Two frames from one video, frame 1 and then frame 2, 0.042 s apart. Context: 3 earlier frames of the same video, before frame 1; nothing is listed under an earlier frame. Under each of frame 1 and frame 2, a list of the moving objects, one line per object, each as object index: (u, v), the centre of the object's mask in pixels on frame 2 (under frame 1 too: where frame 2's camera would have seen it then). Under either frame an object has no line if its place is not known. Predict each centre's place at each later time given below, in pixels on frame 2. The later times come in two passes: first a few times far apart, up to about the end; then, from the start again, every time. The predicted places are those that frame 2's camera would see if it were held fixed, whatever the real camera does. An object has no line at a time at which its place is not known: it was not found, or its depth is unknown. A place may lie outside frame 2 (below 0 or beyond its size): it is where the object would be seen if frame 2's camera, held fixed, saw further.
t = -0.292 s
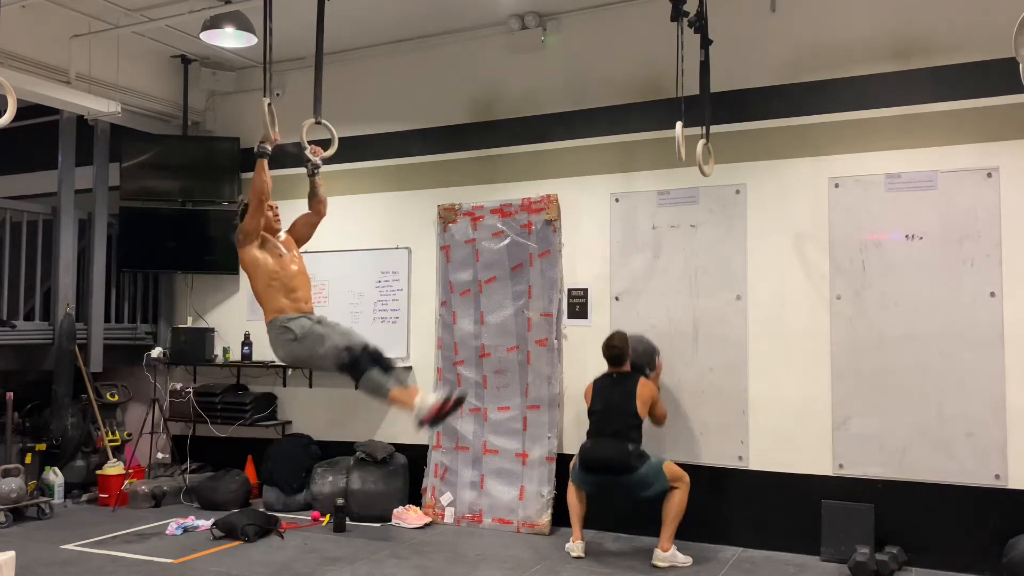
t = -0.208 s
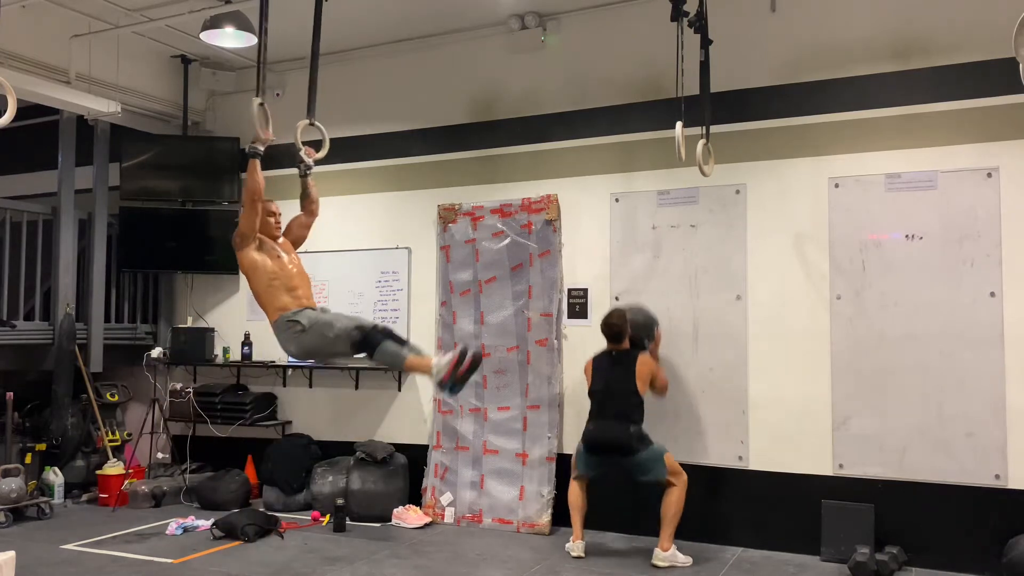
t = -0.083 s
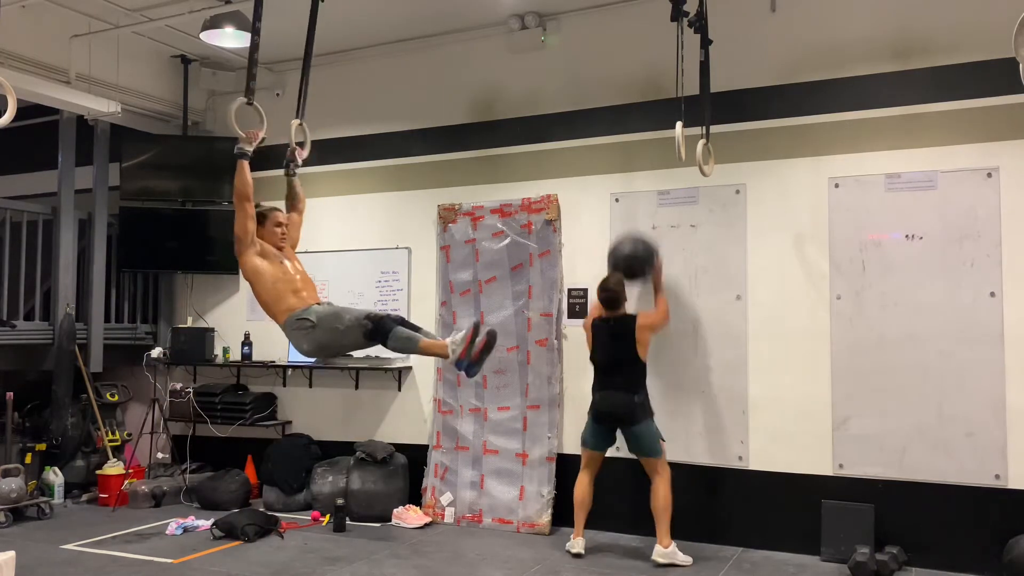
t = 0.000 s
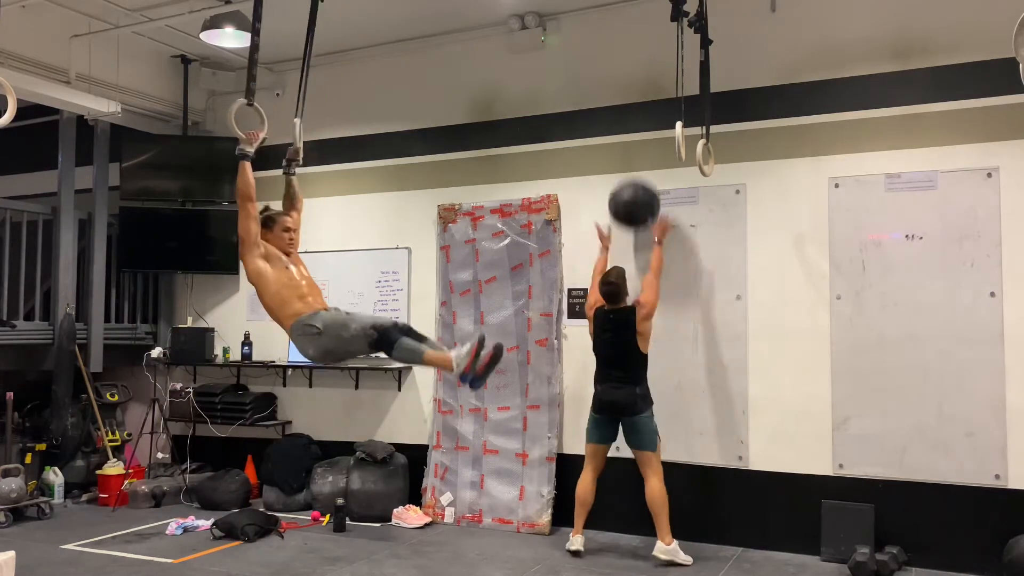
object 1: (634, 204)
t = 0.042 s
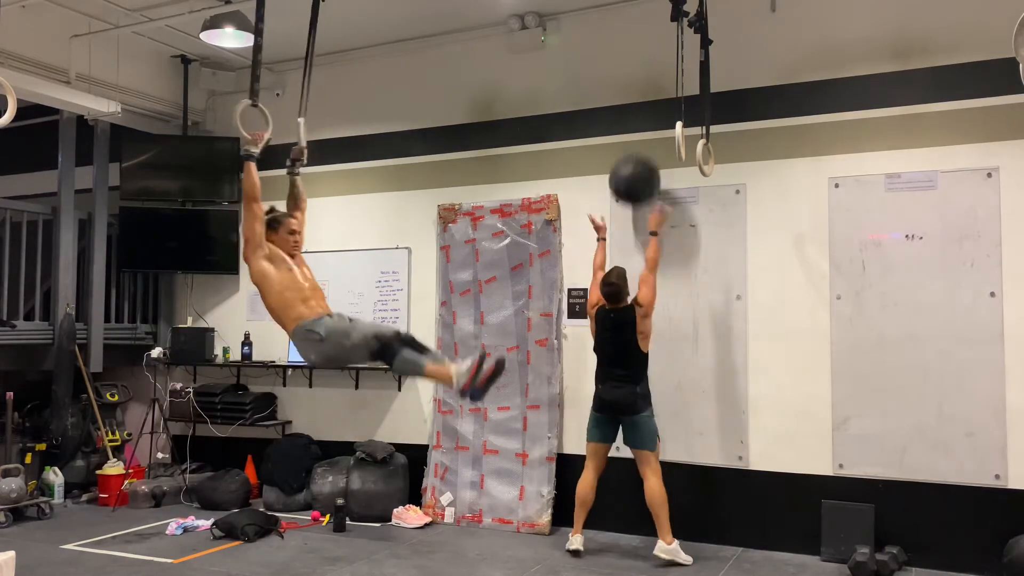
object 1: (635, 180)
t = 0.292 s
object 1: (637, 93)
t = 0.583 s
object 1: (633, 104)
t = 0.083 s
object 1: (635, 159)
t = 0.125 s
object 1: (635, 141)
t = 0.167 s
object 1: (636, 125)
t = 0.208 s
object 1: (637, 111)
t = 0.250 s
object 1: (637, 101)
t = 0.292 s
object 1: (637, 93)
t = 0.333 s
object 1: (637, 88)
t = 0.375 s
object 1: (636, 84)
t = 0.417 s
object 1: (635, 84)
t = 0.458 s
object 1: (635, 85)
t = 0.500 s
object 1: (634, 89)
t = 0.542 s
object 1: (633, 96)
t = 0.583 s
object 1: (633, 104)
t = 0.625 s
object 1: (632, 114)
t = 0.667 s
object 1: (631, 128)
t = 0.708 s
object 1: (630, 145)
